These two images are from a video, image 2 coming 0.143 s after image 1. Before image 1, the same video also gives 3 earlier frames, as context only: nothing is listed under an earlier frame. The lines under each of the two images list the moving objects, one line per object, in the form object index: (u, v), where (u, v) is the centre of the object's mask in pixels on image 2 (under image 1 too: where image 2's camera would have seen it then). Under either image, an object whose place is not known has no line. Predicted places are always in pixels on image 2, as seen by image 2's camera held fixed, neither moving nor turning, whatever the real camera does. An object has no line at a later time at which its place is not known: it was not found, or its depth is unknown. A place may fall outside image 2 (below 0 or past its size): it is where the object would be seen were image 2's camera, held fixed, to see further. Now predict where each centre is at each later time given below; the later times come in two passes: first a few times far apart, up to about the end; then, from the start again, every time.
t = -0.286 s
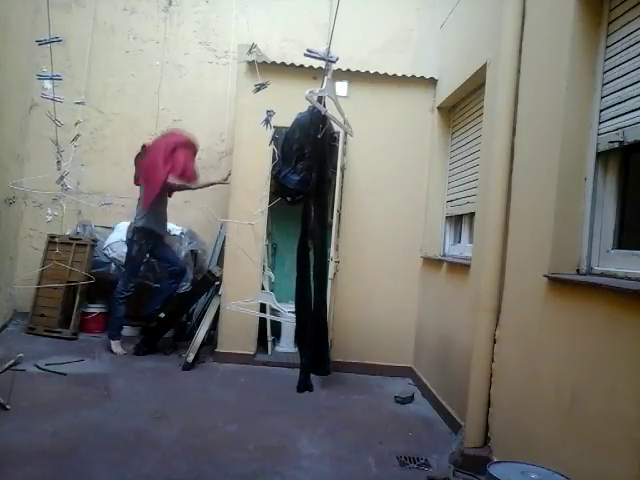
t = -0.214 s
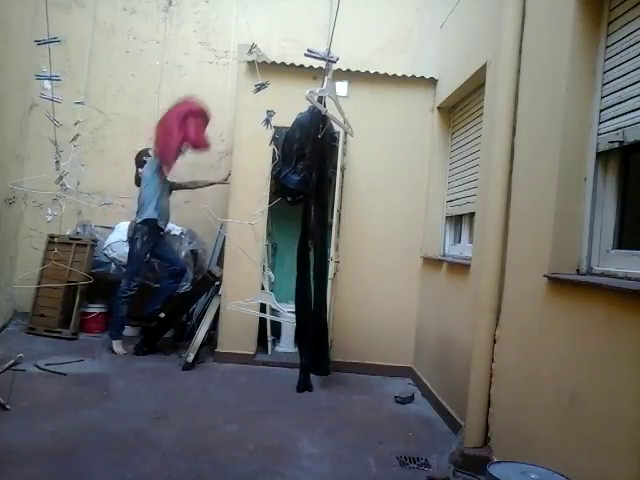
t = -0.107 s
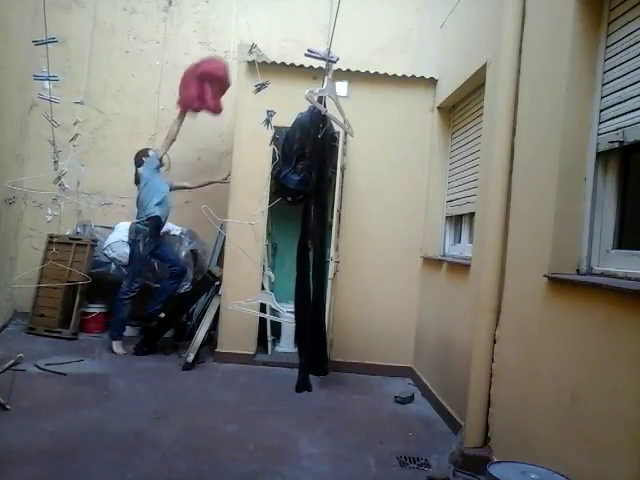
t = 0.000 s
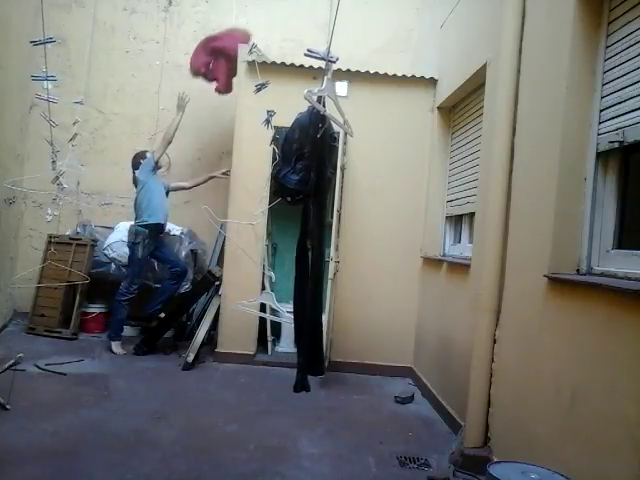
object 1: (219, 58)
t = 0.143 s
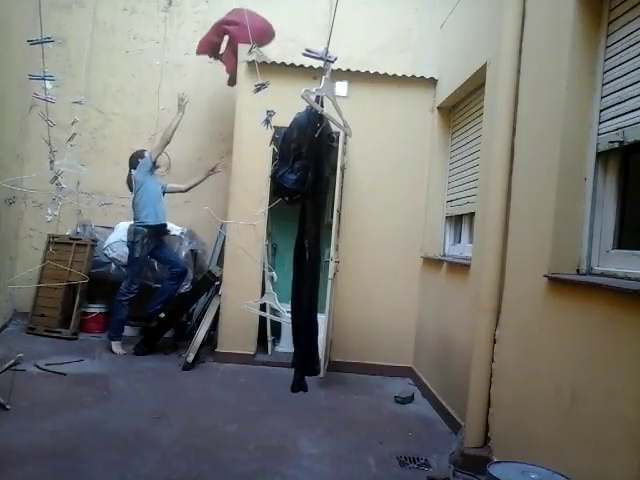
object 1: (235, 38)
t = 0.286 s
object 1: (247, 37)
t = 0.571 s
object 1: (252, 51)
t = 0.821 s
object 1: (257, 55)
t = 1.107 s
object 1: (247, 52)
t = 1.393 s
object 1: (249, 53)
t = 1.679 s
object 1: (251, 53)
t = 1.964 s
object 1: (255, 53)
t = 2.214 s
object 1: (255, 54)
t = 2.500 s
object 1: (254, 53)
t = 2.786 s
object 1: (249, 51)
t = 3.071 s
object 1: (256, 57)
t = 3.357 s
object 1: (252, 55)
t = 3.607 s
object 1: (256, 57)
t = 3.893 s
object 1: (249, 52)
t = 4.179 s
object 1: (250, 52)
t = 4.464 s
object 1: (252, 53)
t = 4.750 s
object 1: (254, 54)
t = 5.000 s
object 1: (254, 54)
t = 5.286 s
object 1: (252, 52)
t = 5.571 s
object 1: (249, 53)
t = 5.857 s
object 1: (253, 56)
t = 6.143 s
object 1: (257, 56)
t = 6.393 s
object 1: (256, 58)
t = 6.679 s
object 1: (256, 58)
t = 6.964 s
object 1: (259, 61)
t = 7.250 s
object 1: (252, 53)
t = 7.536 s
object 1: (252, 53)
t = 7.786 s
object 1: (252, 52)
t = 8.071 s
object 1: (261, 61)
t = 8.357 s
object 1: (250, 52)
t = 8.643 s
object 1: (247, 53)
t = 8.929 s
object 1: (246, 51)
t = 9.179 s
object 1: (246, 51)
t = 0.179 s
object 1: (238, 37)
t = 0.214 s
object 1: (240, 36)
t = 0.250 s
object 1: (243, 36)
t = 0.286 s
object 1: (247, 37)
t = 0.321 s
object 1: (251, 39)
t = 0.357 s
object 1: (253, 43)
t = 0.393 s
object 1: (255, 46)
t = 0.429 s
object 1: (255, 50)
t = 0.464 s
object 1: (255, 52)
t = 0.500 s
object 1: (256, 52)
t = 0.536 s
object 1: (254, 51)
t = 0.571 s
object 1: (252, 51)
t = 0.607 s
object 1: (249, 52)
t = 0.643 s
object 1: (261, 61)
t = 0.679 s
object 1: (260, 61)
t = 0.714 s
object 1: (260, 60)
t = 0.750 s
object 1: (257, 55)
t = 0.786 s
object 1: (257, 55)
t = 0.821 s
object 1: (257, 55)
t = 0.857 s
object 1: (260, 57)
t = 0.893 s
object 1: (260, 57)
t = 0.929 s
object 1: (261, 62)
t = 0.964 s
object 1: (261, 62)
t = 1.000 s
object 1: (261, 62)
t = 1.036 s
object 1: (247, 52)
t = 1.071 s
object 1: (247, 52)
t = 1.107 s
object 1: (247, 52)
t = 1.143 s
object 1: (237, 65)
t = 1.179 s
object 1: (248, 52)
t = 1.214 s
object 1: (248, 52)
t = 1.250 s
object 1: (248, 52)
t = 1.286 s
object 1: (249, 53)
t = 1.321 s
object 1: (249, 53)
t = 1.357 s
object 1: (249, 53)
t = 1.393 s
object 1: (249, 53)
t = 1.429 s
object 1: (249, 53)
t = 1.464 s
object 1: (249, 53)
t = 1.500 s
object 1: (249, 53)
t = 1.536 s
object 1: (250, 52)
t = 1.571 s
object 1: (250, 52)
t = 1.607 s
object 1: (250, 52)
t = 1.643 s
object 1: (250, 53)
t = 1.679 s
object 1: (251, 53)
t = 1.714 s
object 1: (252, 53)
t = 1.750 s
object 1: (252, 52)
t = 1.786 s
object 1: (253, 53)
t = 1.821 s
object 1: (254, 53)
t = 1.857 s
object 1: (255, 53)
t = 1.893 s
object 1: (255, 54)
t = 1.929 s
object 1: (255, 53)
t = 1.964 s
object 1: (255, 53)
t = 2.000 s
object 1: (255, 53)
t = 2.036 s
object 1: (255, 53)
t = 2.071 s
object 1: (255, 54)
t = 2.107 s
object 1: (255, 54)
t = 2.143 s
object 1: (255, 54)
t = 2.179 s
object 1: (255, 54)
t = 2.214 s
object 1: (255, 54)
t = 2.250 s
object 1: (256, 54)
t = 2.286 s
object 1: (256, 54)
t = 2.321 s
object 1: (255, 53)
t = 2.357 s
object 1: (256, 53)
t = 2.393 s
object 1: (255, 53)
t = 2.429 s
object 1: (254, 53)
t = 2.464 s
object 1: (254, 53)
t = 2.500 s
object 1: (254, 53)
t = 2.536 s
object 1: (254, 53)
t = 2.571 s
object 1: (252, 52)
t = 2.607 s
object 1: (253, 53)
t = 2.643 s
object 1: (251, 52)
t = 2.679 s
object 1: (251, 52)
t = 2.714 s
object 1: (250, 51)
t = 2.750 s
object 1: (250, 52)
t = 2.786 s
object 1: (249, 51)
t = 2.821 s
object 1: (249, 52)
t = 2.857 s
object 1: (249, 52)
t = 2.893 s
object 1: (250, 52)
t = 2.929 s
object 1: (248, 53)
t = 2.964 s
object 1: (255, 55)
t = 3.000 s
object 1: (248, 53)
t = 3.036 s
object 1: (256, 56)
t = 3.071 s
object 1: (256, 57)
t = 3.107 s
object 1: (257, 59)
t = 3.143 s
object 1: (257, 59)
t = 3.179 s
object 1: (252, 55)
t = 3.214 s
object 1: (252, 55)
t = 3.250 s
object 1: (252, 55)
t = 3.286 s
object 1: (252, 55)
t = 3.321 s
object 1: (255, 56)
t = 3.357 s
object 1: (252, 55)
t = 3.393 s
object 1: (260, 61)
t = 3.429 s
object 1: (256, 58)
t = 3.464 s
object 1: (260, 60)
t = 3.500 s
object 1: (247, 51)
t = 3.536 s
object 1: (260, 59)
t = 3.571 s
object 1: (260, 59)
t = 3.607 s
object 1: (256, 57)
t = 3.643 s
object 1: (257, 58)
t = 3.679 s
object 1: (248, 52)
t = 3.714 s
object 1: (248, 52)
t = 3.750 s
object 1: (249, 53)
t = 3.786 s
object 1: (249, 53)
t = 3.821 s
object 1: (249, 53)
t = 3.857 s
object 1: (249, 53)
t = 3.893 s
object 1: (249, 52)
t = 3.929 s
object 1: (249, 53)
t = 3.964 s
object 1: (249, 53)
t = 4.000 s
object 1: (249, 53)
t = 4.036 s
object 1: (249, 53)
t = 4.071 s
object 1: (249, 53)
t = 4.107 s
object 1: (249, 52)
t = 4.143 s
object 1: (250, 53)
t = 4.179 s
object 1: (250, 52)
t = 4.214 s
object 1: (251, 53)
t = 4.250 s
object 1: (250, 53)
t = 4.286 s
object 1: (252, 53)
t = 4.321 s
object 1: (251, 53)
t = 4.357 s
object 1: (251, 53)
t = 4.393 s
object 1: (252, 53)
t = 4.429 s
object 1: (252, 52)
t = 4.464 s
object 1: (252, 53)
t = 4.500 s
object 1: (255, 53)
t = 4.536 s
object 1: (254, 53)
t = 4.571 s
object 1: (254, 53)
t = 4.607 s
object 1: (254, 53)
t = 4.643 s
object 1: (255, 54)
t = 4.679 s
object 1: (254, 54)
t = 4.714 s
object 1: (255, 54)
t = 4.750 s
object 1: (254, 54)
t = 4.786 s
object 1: (254, 54)
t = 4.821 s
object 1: (254, 53)
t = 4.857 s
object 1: (254, 54)
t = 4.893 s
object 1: (255, 54)
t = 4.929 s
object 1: (254, 54)
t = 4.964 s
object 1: (254, 54)
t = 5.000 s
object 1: (254, 54)
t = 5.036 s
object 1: (254, 54)
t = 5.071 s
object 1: (254, 54)
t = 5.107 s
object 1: (254, 54)
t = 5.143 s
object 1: (255, 54)
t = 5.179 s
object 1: (255, 53)
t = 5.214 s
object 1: (261, 61)
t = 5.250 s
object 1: (255, 53)
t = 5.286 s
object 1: (252, 52)
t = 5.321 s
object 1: (252, 53)
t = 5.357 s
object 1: (252, 53)
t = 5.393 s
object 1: (252, 53)
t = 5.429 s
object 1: (250, 51)
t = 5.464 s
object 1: (251, 52)
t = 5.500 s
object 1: (249, 52)
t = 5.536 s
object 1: (249, 52)
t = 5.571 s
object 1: (249, 53)
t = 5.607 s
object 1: (249, 53)
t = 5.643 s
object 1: (248, 53)
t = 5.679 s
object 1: (252, 55)
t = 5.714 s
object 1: (252, 55)
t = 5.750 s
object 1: (252, 55)
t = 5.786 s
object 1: (252, 55)
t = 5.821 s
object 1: (252, 55)
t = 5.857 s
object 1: (253, 56)
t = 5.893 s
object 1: (252, 56)
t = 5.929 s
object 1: (253, 56)
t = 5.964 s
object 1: (253, 57)
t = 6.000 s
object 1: (252, 58)
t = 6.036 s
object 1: (252, 59)
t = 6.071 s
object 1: (252, 59)
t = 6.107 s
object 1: (250, 58)
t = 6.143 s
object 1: (257, 56)
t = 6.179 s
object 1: (258, 59)
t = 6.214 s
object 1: (257, 58)
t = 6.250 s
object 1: (250, 59)
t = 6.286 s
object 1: (256, 58)
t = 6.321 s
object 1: (254, 55)
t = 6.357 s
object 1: (254, 55)
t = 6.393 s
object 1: (256, 58)
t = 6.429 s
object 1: (256, 58)
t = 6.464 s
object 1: (256, 58)
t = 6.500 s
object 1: (256, 58)
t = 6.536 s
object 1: (256, 58)
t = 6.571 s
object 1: (256, 58)
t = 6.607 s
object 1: (256, 58)
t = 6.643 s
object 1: (256, 58)
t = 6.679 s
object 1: (256, 58)
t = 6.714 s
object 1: (256, 58)
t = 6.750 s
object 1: (250, 59)
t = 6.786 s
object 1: (257, 60)
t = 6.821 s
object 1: (257, 60)
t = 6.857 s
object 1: (252, 60)
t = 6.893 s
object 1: (258, 59)
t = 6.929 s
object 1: (258, 58)
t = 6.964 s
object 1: (259, 61)
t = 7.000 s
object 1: (259, 61)
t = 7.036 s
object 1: (259, 59)
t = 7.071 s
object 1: (260, 61)
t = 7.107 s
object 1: (261, 62)
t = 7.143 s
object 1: (257, 59)
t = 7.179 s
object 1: (259, 59)
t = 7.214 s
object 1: (260, 59)
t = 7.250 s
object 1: (252, 53)
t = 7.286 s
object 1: (252, 53)
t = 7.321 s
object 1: (251, 53)
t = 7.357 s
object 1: (252, 54)
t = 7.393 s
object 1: (251, 53)
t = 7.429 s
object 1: (251, 53)
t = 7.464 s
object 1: (251, 53)
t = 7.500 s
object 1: (252, 53)
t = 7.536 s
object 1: (252, 53)
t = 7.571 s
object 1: (252, 53)
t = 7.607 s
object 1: (252, 53)
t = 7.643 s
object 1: (252, 53)
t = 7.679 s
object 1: (252, 52)
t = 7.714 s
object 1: (252, 53)
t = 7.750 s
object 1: (253, 53)
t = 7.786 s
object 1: (252, 52)
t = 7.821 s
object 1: (252, 53)
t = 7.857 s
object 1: (252, 52)
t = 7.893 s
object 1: (252, 53)
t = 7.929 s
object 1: (252, 52)
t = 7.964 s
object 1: (261, 61)
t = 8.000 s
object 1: (250, 51)
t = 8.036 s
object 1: (261, 61)
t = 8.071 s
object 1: (261, 61)
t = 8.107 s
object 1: (250, 51)
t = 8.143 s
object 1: (261, 61)
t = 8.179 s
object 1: (249, 51)
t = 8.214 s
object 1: (250, 52)
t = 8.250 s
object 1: (250, 52)
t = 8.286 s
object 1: (250, 52)
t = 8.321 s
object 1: (249, 52)
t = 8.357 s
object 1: (250, 52)
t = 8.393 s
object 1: (237, 65)
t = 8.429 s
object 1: (237, 65)
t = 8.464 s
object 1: (237, 60)
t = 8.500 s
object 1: (237, 60)
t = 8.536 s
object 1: (237, 61)
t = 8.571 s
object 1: (237, 60)
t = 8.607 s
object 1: (237, 61)
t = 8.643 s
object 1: (247, 53)
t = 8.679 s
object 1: (247, 53)
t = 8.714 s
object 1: (248, 52)
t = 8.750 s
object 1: (248, 52)
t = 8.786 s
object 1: (255, 54)
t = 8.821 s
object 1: (256, 55)
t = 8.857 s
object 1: (255, 55)
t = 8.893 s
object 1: (247, 51)
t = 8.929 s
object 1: (246, 51)
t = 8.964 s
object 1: (246, 51)
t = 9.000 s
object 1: (256, 55)
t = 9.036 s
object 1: (246, 51)
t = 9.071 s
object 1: (246, 51)
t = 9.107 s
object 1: (245, 51)
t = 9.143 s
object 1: (245, 51)
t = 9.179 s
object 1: (246, 51)
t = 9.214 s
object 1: (246, 51)
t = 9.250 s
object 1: (245, 51)
